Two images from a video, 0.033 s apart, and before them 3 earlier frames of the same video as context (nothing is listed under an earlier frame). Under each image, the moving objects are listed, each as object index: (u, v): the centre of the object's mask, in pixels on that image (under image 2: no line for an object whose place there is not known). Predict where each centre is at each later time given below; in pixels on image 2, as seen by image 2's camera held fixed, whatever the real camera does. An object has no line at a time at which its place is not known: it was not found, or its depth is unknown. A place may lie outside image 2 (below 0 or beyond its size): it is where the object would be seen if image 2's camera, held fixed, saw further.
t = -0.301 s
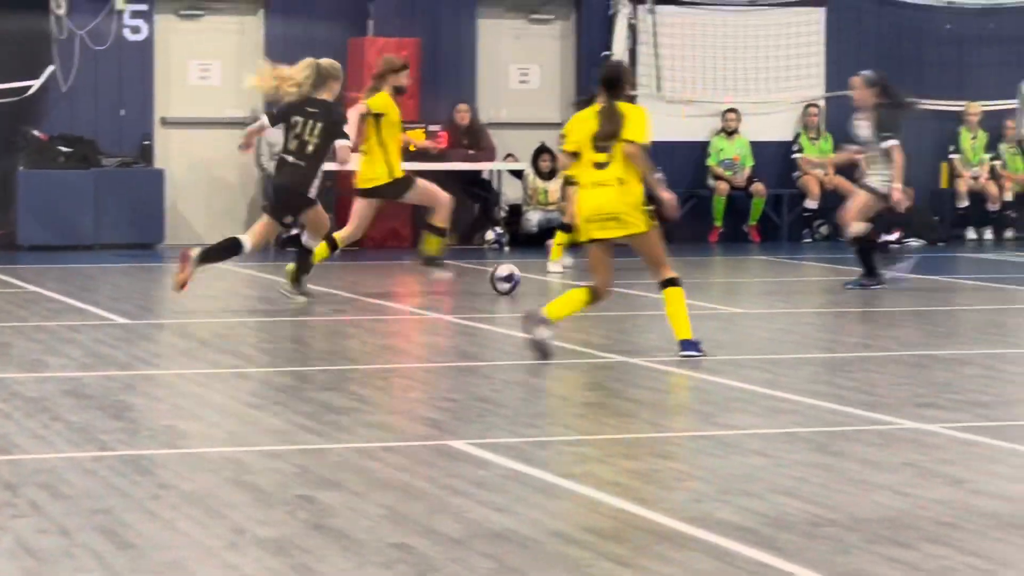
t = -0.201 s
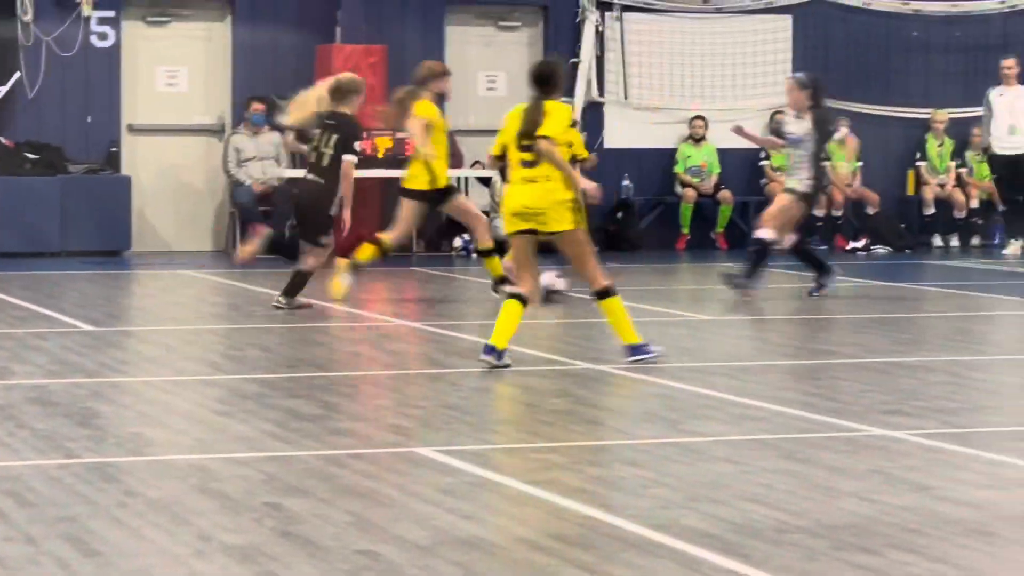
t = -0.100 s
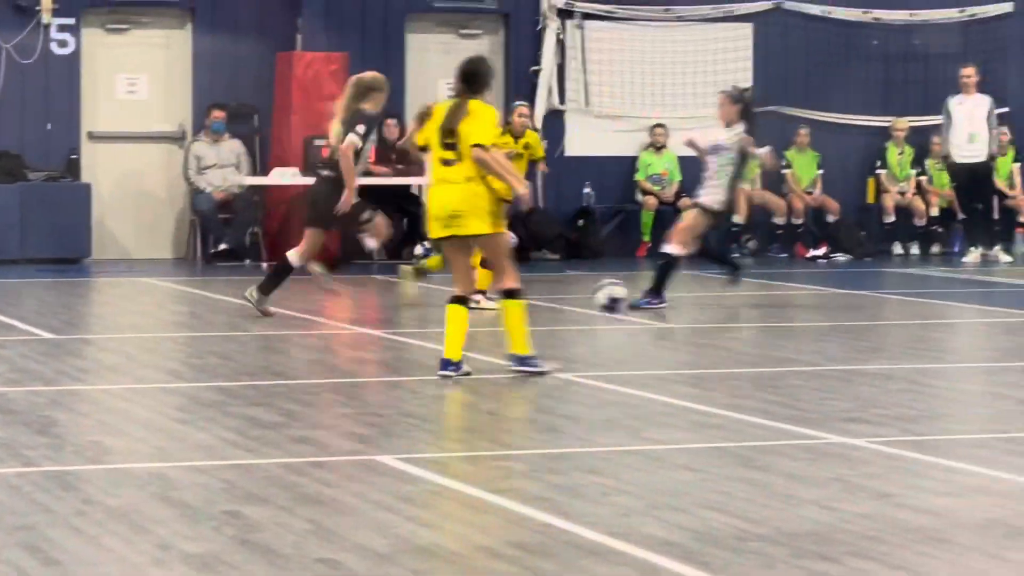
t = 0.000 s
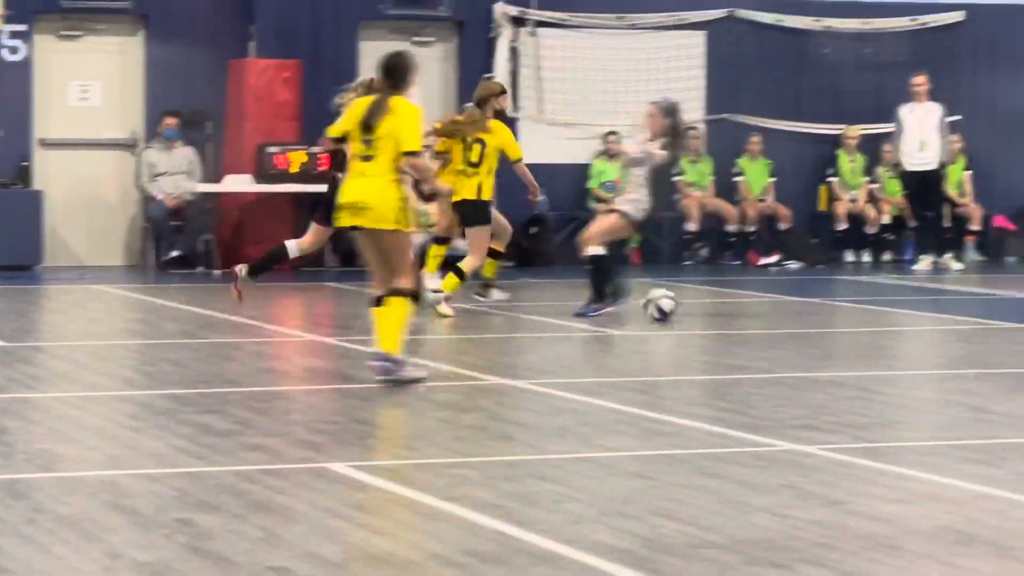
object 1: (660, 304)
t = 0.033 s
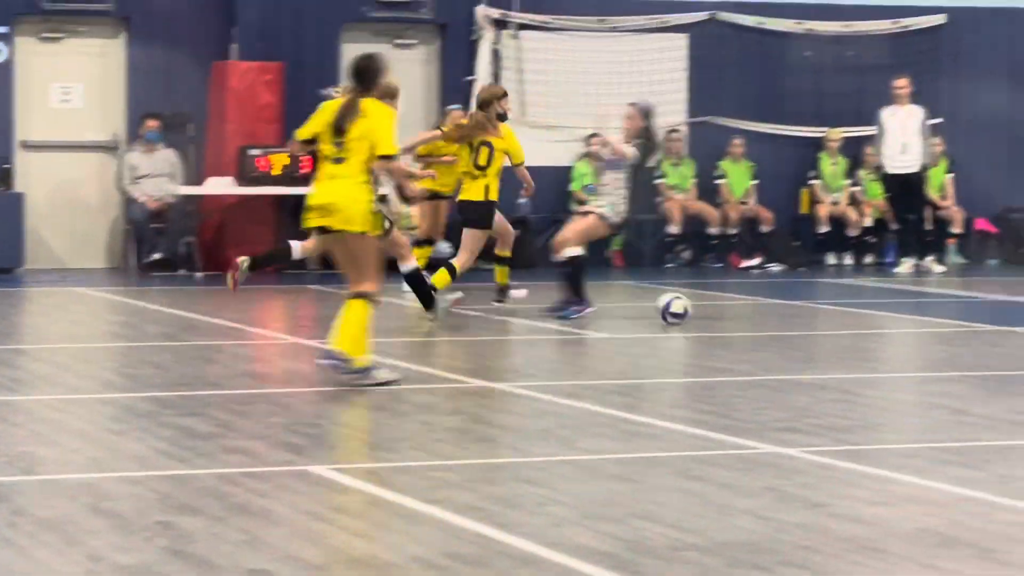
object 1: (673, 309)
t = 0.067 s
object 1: (701, 308)
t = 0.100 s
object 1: (731, 310)
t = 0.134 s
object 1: (760, 311)
